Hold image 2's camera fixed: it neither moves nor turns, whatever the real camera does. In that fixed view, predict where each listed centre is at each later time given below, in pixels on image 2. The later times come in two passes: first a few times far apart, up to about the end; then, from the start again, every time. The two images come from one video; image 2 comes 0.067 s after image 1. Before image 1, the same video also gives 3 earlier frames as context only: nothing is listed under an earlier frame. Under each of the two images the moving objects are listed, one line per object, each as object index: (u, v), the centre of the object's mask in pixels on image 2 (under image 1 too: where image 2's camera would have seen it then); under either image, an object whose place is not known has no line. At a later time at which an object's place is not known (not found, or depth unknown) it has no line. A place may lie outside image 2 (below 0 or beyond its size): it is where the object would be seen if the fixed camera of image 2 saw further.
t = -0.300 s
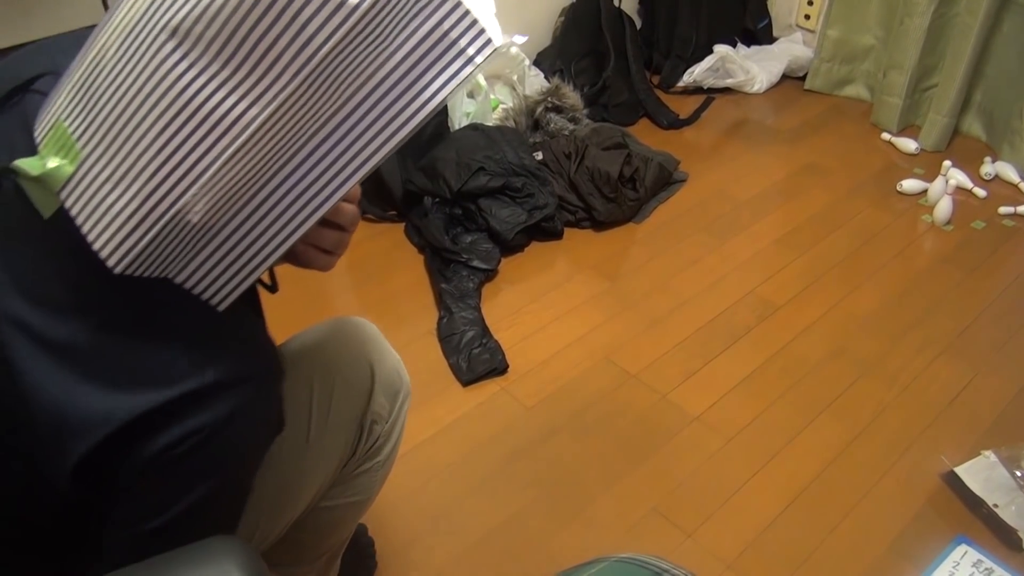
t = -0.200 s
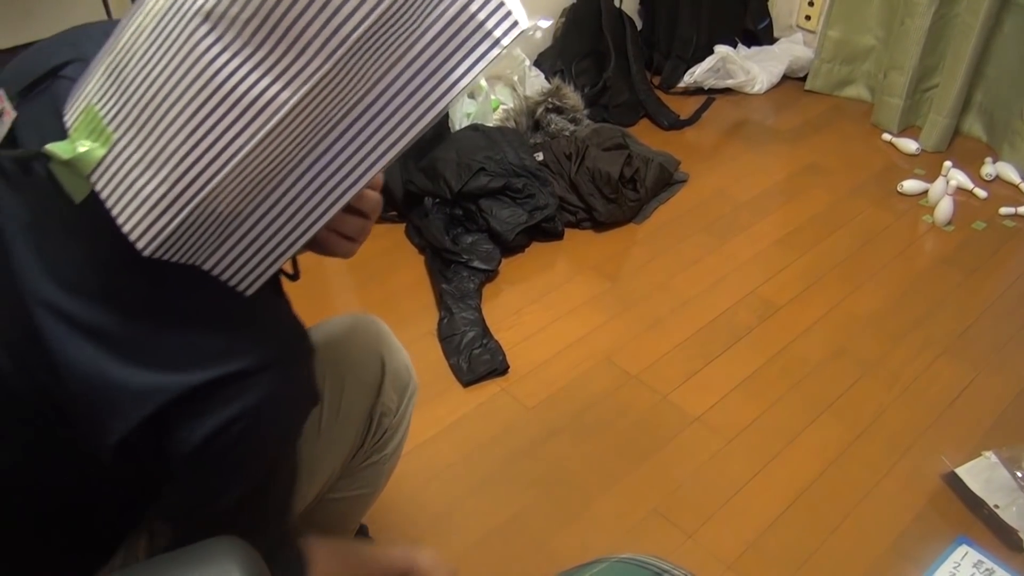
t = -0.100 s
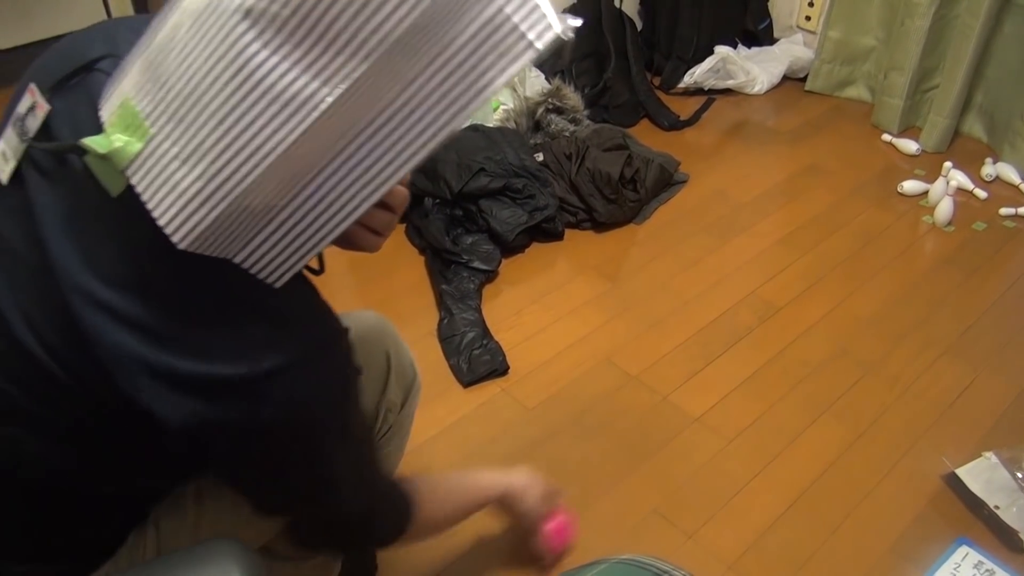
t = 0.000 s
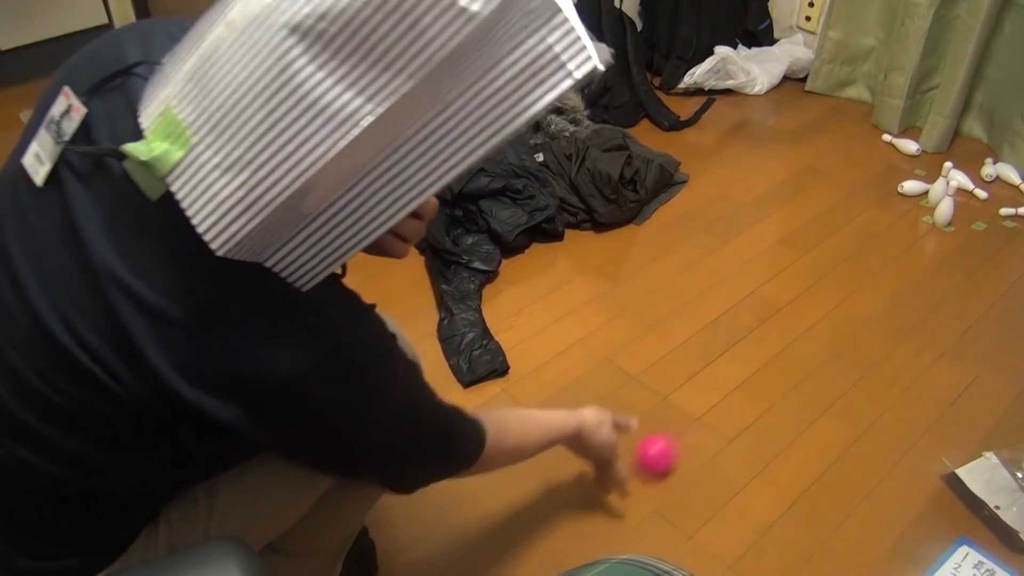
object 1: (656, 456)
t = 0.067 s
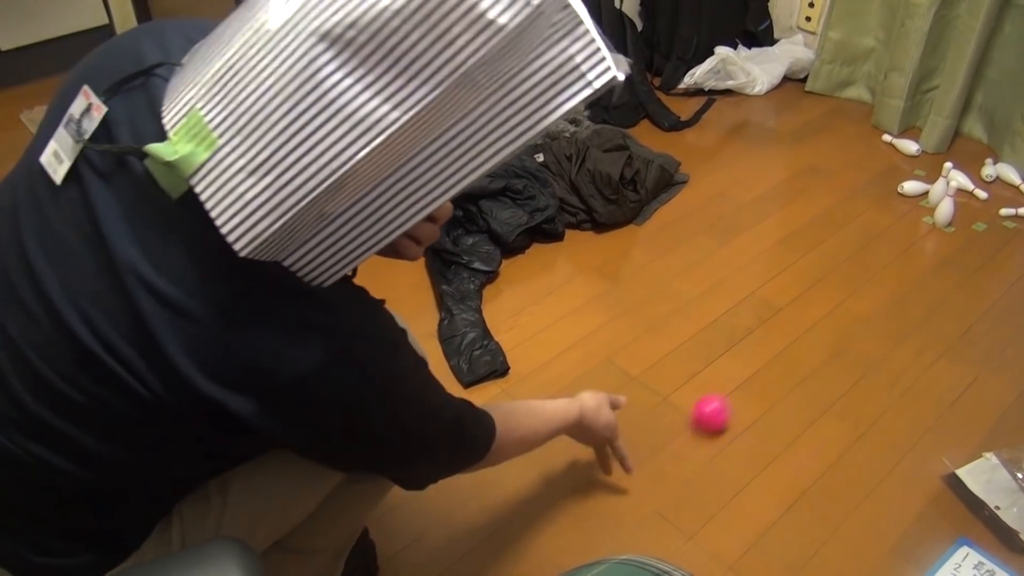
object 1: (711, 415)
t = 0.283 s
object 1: (841, 316)
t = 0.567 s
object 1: (946, 238)
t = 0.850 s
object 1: (1005, 193)
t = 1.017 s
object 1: (1023, 181)
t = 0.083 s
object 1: (724, 405)
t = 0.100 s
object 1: (736, 395)
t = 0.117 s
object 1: (748, 387)
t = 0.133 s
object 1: (759, 378)
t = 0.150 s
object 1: (770, 370)
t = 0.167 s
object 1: (780, 363)
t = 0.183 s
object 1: (790, 355)
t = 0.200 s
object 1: (799, 348)
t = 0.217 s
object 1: (809, 341)
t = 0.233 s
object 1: (817, 334)
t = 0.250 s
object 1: (825, 328)
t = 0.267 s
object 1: (833, 322)
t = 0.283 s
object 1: (841, 316)
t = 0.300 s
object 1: (848, 310)
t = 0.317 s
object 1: (856, 305)
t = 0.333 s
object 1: (863, 299)
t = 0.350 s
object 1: (870, 294)
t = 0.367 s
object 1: (878, 289)
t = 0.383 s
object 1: (885, 283)
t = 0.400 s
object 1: (891, 279)
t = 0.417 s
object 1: (897, 274)
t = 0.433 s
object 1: (903, 270)
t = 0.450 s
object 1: (908, 266)
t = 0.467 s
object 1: (914, 261)
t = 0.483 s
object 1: (919, 258)
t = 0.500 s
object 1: (925, 254)
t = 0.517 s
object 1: (931, 250)
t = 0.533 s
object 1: (936, 246)
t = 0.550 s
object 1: (941, 242)
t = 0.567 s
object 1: (946, 238)
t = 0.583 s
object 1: (951, 234)
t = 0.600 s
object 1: (956, 231)
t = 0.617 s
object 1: (960, 228)
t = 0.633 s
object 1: (964, 225)
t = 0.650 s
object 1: (970, 221)
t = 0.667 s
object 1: (975, 219)
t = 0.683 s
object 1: (979, 217)
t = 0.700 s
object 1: (984, 213)
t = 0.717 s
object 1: (989, 211)
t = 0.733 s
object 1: (993, 208)
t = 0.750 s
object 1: (995, 205)
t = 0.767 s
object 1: (997, 201)
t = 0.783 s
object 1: (1000, 197)
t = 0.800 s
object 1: (1000, 196)
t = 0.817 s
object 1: (1001, 195)
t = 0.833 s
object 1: (1002, 194)
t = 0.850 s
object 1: (1005, 193)
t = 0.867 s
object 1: (1009, 190)
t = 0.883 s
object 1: (1012, 189)
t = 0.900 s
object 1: (1014, 187)
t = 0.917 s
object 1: (1016, 185)
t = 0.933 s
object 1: (1017, 183)
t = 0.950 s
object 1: (1018, 182)
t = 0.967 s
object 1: (1019, 181)
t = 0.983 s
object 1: (1020, 181)
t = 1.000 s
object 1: (1022, 180)
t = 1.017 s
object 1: (1023, 181)
